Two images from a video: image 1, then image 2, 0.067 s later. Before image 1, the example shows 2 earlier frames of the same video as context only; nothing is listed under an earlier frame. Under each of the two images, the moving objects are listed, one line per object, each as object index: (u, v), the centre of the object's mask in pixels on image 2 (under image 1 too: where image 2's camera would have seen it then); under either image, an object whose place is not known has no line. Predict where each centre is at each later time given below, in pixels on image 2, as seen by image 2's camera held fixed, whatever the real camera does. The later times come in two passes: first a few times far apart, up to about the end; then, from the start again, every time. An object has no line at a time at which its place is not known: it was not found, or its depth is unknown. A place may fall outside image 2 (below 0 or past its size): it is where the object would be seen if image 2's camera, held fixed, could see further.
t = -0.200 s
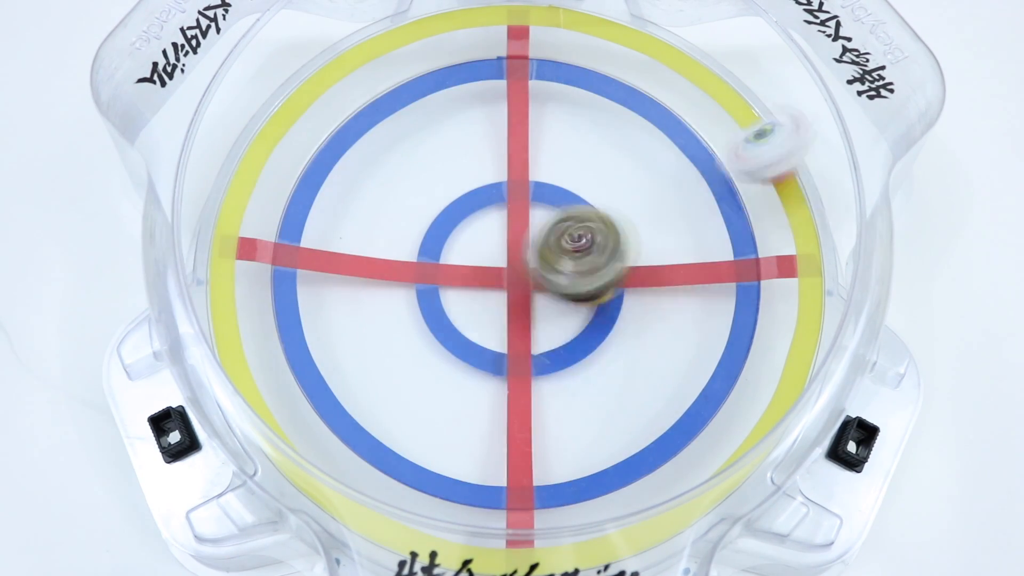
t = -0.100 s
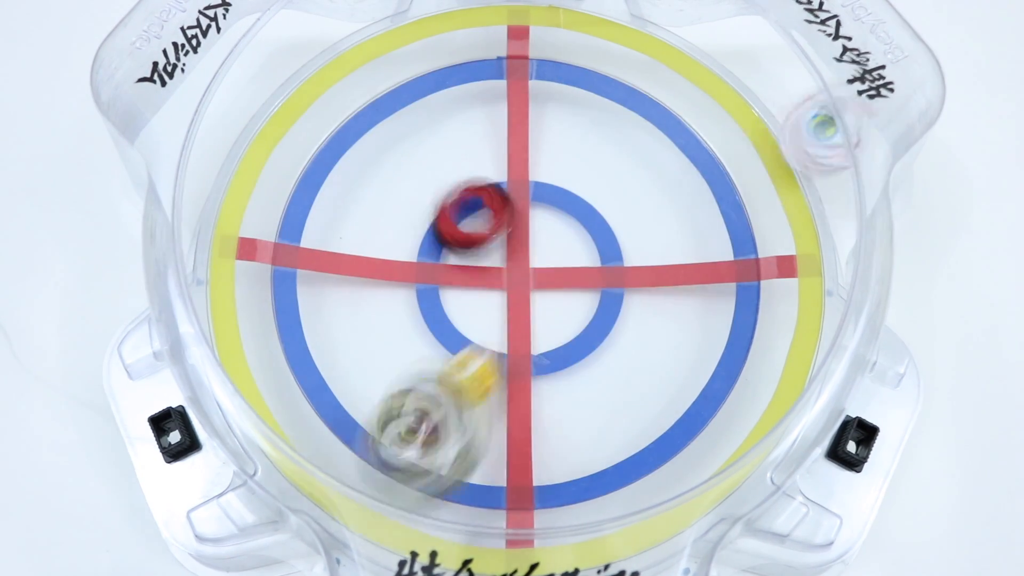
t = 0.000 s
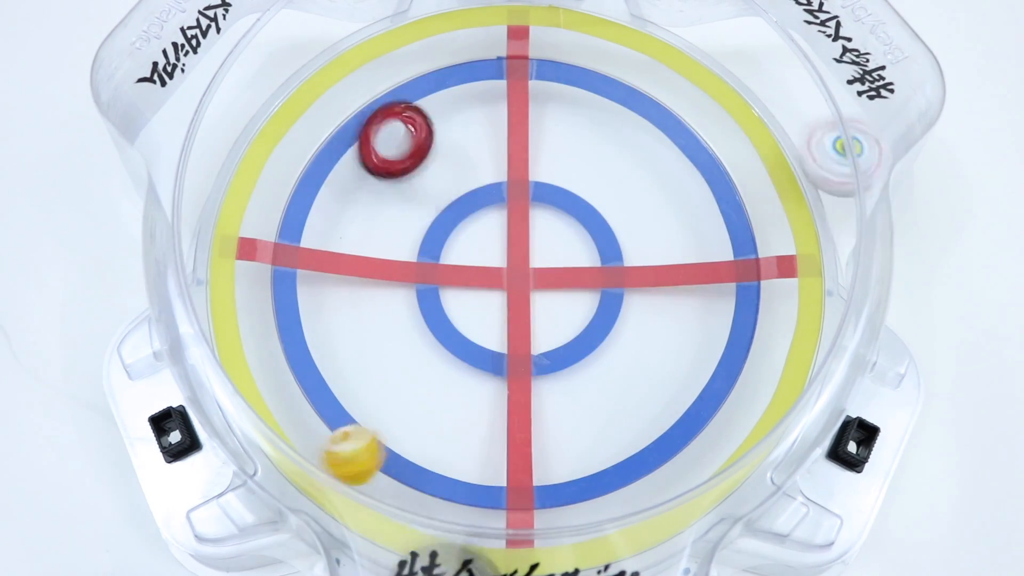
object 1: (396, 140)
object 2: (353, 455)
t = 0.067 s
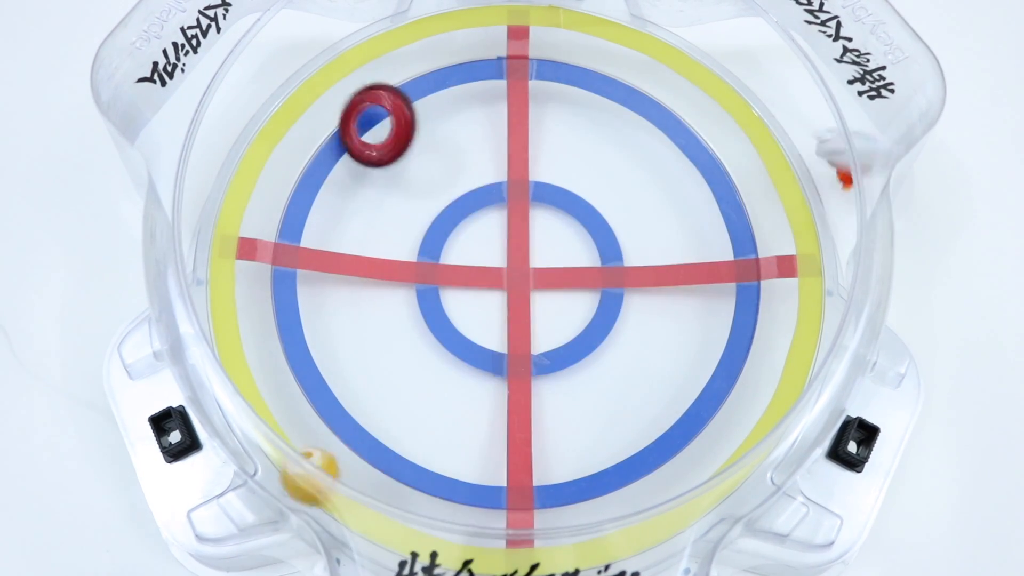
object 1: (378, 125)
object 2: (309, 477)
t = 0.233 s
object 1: (498, 232)
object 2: (292, 423)
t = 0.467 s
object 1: (730, 310)
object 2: (366, 302)
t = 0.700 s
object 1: (624, 267)
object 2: (523, 151)
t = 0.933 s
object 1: (365, 251)
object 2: (651, 102)
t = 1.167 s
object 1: (417, 283)
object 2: (646, 213)
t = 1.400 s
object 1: (570, 251)
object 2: (504, 384)
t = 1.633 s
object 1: (584, 250)
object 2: (372, 392)
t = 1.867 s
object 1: (584, 250)
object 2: (398, 261)
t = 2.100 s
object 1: (584, 250)
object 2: (545, 143)
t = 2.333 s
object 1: (584, 250)
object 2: (663, 152)
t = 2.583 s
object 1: (577, 246)
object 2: (644, 321)
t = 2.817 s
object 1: (575, 247)
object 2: (604, 430)
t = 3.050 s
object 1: (575, 247)
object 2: (540, 338)
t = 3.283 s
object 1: (575, 247)
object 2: (513, 223)
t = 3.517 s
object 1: (575, 247)
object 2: (529, 176)
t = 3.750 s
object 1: (575, 247)
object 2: (526, 194)
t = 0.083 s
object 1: (384, 131)
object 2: (303, 474)
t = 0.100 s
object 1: (391, 138)
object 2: (296, 471)
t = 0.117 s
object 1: (400, 148)
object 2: (292, 465)
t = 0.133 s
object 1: (408, 161)
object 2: (286, 464)
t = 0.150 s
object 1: (418, 172)
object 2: (287, 461)
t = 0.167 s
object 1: (433, 182)
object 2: (283, 462)
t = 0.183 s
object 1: (448, 195)
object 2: (297, 437)
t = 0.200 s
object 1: (463, 209)
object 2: (294, 433)
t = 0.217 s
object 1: (483, 220)
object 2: (295, 428)
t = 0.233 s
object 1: (498, 232)
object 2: (292, 423)
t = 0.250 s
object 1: (517, 244)
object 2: (291, 415)
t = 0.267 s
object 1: (537, 254)
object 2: (292, 410)
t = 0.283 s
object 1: (558, 266)
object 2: (296, 401)
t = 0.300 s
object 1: (580, 274)
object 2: (298, 393)
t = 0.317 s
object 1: (599, 281)
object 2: (300, 382)
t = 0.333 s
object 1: (619, 288)
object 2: (306, 373)
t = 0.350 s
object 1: (638, 296)
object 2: (311, 364)
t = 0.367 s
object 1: (653, 298)
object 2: (316, 355)
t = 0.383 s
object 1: (671, 302)
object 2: (325, 348)
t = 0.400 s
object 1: (687, 306)
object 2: (332, 340)
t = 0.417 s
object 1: (701, 312)
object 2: (340, 330)
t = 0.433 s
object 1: (715, 316)
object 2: (348, 322)
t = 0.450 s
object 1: (721, 313)
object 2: (356, 312)
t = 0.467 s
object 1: (730, 310)
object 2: (366, 302)
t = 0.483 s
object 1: (735, 308)
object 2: (376, 290)
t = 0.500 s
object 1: (740, 309)
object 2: (385, 280)
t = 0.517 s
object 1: (743, 311)
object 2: (396, 270)
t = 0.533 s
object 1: (747, 308)
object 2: (406, 259)
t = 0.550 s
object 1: (742, 301)
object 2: (416, 249)
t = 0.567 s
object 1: (736, 298)
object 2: (428, 236)
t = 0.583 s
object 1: (729, 292)
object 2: (439, 224)
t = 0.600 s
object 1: (720, 292)
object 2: (451, 213)
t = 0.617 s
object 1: (711, 290)
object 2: (463, 202)
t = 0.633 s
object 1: (698, 285)
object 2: (475, 191)
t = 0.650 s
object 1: (684, 278)
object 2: (487, 181)
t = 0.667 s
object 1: (664, 273)
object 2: (501, 170)
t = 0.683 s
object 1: (645, 268)
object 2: (512, 161)
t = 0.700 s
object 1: (624, 267)
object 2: (523, 151)
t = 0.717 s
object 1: (605, 265)
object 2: (534, 143)
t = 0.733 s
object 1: (587, 260)
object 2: (545, 136)
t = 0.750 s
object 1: (565, 252)
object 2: (557, 125)
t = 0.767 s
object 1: (541, 251)
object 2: (571, 119)
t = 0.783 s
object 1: (518, 248)
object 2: (580, 113)
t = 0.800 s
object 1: (500, 251)
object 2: (592, 107)
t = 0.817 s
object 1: (475, 249)
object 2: (601, 104)
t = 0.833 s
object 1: (456, 246)
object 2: (609, 100)
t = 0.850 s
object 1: (450, 248)
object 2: (619, 97)
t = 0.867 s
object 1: (421, 248)
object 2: (626, 98)
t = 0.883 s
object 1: (407, 247)
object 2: (633, 96)
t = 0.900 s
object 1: (391, 248)
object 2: (641, 97)
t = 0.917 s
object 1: (378, 249)
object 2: (645, 99)
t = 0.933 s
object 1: (365, 251)
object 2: (651, 102)
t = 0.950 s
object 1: (355, 252)
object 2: (655, 105)
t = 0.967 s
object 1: (350, 254)
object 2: (659, 109)
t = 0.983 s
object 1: (342, 257)
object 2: (662, 113)
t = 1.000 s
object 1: (339, 261)
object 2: (664, 119)
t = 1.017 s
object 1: (338, 266)
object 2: (666, 124)
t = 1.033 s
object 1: (338, 271)
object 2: (666, 131)
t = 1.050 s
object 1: (341, 275)
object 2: (667, 138)
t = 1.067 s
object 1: (347, 278)
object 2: (667, 147)
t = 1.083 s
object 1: (355, 280)
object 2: (665, 155)
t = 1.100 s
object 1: (366, 282)
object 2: (663, 165)
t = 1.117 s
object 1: (378, 284)
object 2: (660, 176)
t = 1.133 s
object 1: (390, 286)
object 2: (656, 187)
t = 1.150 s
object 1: (404, 286)
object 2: (651, 200)
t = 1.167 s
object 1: (417, 283)
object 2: (646, 213)
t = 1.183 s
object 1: (431, 282)
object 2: (639, 228)
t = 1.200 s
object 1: (444, 280)
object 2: (631, 244)
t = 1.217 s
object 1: (456, 277)
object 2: (624, 258)
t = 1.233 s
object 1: (470, 274)
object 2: (616, 269)
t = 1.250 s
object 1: (484, 270)
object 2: (607, 282)
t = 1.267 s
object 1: (495, 268)
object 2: (597, 295)
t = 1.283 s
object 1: (507, 265)
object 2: (587, 309)
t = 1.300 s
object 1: (517, 264)
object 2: (575, 324)
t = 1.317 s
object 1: (528, 260)
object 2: (564, 334)
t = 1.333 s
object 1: (539, 258)
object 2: (552, 347)
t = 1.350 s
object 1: (547, 256)
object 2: (539, 357)
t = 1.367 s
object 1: (555, 256)
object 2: (527, 367)
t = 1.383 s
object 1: (564, 253)
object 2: (516, 376)
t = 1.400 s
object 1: (570, 251)
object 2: (504, 384)
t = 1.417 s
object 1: (575, 251)
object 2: (494, 391)
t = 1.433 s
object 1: (579, 251)
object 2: (481, 397)
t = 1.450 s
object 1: (582, 249)
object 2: (467, 404)
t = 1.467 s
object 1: (584, 249)
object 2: (455, 407)
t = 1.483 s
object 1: (585, 249)
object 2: (444, 410)
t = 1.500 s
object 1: (585, 249)
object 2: (433, 412)
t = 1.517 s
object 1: (585, 250)
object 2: (423, 413)
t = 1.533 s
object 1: (584, 250)
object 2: (413, 413)
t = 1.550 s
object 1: (584, 250)
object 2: (403, 411)
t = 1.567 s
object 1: (584, 250)
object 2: (396, 409)
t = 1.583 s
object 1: (584, 250)
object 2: (388, 407)
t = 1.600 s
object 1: (584, 250)
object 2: (381, 402)
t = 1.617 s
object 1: (584, 250)
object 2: (376, 397)
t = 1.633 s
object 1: (584, 250)
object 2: (372, 392)
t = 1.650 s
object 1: (584, 250)
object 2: (368, 385)
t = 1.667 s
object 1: (584, 250)
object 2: (365, 378)
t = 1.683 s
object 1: (584, 250)
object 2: (364, 371)
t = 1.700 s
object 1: (584, 250)
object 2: (362, 363)
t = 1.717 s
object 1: (584, 250)
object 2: (361, 353)
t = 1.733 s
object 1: (584, 250)
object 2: (363, 345)
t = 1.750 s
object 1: (584, 250)
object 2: (364, 336)
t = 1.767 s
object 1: (584, 250)
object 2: (366, 323)
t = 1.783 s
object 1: (584, 250)
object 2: (368, 314)
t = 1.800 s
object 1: (584, 250)
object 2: (374, 303)
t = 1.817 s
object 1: (584, 250)
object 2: (379, 291)
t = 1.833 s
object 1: (584, 250)
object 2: (383, 280)
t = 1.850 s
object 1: (584, 250)
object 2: (390, 271)
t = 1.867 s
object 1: (584, 250)
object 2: (398, 261)
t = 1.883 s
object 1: (584, 250)
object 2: (405, 251)
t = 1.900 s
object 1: (584, 250)
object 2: (414, 239)
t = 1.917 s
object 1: (584, 250)
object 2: (424, 229)
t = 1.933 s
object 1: (584, 250)
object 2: (433, 219)
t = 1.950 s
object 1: (584, 250)
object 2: (443, 209)
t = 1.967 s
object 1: (584, 250)
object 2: (454, 201)
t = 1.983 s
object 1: (584, 250)
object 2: (465, 192)
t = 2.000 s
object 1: (584, 250)
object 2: (476, 184)
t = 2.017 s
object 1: (584, 250)
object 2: (489, 175)
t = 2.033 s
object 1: (584, 250)
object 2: (501, 168)
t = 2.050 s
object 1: (584, 250)
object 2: (511, 161)
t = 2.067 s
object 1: (584, 250)
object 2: (522, 154)
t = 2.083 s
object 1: (584, 250)
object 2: (534, 148)
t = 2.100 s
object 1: (584, 250)
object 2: (545, 143)
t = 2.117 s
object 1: (584, 250)
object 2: (558, 138)
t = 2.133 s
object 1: (584, 250)
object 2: (569, 133)
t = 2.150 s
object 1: (584, 250)
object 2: (581, 130)
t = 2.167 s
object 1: (584, 250)
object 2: (590, 129)
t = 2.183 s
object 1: (584, 250)
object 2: (599, 127)
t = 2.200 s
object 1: (584, 250)
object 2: (610, 125)
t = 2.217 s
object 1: (584, 250)
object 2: (619, 126)
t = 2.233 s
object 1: (584, 250)
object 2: (626, 128)
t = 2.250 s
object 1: (584, 250)
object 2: (634, 129)
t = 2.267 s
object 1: (584, 250)
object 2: (642, 131)
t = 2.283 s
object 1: (584, 250)
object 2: (648, 136)
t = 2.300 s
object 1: (584, 250)
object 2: (653, 141)
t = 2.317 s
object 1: (584, 250)
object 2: (657, 145)
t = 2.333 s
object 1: (584, 250)
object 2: (663, 152)
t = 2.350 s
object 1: (584, 250)
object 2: (666, 159)
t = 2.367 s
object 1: (584, 250)
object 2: (668, 167)
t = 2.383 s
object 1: (584, 250)
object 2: (670, 175)
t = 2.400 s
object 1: (584, 250)
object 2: (671, 182)
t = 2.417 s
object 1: (584, 250)
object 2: (671, 193)
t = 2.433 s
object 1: (584, 250)
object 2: (669, 203)
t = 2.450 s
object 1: (584, 250)
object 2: (667, 212)
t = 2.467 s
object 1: (584, 250)
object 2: (665, 223)
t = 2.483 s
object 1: (584, 250)
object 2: (660, 232)
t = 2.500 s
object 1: (584, 250)
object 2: (654, 244)
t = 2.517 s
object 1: (583, 250)
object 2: (647, 255)
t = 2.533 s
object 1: (582, 250)
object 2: (643, 264)
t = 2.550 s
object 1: (581, 248)
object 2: (644, 282)
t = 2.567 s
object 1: (578, 247)
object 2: (645, 300)
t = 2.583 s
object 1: (577, 246)
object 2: (644, 321)
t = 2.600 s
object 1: (576, 246)
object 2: (643, 338)
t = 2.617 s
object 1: (575, 246)
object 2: (642, 348)
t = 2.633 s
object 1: (575, 246)
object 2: (642, 360)
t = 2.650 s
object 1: (575, 247)
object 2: (640, 378)
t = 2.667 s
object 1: (575, 247)
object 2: (639, 387)
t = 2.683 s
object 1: (575, 247)
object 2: (634, 400)
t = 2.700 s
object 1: (575, 247)
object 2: (629, 409)
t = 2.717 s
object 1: (575, 246)
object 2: (626, 413)
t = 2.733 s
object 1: (575, 247)
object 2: (623, 418)
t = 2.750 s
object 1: (575, 247)
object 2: (620, 423)
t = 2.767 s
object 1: (575, 246)
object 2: (616, 427)
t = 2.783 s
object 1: (575, 247)
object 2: (613, 429)
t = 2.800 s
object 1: (575, 247)
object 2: (610, 431)
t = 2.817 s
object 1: (575, 247)
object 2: (604, 430)
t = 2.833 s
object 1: (575, 247)
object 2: (598, 428)
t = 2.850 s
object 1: (575, 247)
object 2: (594, 424)
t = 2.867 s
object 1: (575, 247)
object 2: (589, 419)
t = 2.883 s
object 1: (575, 247)
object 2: (585, 415)
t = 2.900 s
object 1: (575, 247)
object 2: (581, 411)
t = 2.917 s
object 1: (575, 247)
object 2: (578, 407)
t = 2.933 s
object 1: (575, 247)
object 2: (575, 400)
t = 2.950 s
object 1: (575, 247)
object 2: (569, 392)
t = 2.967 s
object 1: (575, 247)
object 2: (563, 382)
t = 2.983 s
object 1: (575, 247)
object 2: (557, 373)
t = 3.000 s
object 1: (575, 247)
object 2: (551, 363)
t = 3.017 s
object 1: (575, 247)
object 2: (546, 354)
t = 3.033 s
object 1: (575, 247)
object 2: (543, 346)
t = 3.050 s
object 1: (575, 247)
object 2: (540, 338)
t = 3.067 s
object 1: (575, 247)
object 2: (537, 328)
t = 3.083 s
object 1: (575, 247)
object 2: (533, 319)
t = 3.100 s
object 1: (575, 247)
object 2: (529, 311)
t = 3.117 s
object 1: (575, 247)
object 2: (526, 304)
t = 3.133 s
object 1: (575, 247)
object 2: (523, 295)
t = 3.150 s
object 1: (575, 247)
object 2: (519, 286)
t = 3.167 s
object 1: (575, 246)
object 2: (516, 274)
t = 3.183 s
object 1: (576, 247)
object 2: (515, 264)
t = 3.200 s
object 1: (576, 247)
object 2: (515, 254)
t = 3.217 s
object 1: (576, 247)
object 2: (514, 246)
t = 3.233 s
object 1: (576, 247)
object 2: (514, 238)
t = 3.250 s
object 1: (576, 247)
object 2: (513, 233)
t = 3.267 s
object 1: (576, 247)
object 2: (513, 228)
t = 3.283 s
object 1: (575, 247)
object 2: (513, 223)
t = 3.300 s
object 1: (575, 247)
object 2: (513, 219)
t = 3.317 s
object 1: (575, 247)
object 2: (513, 212)
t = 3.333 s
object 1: (575, 247)
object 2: (513, 205)
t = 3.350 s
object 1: (575, 247)
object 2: (514, 199)
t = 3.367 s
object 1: (575, 247)
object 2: (515, 195)
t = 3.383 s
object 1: (575, 247)
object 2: (516, 191)
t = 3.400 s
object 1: (575, 247)
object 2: (518, 187)
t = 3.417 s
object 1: (575, 247)
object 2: (521, 184)
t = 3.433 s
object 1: (575, 247)
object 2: (524, 182)
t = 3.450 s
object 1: (575, 247)
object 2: (527, 181)
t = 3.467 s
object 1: (575, 247)
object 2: (529, 178)
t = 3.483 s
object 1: (575, 247)
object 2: (529, 177)
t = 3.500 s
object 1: (575, 247)
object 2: (530, 176)
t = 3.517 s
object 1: (575, 247)
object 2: (529, 176)
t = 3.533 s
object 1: (575, 247)
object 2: (527, 175)
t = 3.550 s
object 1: (575, 247)
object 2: (526, 174)
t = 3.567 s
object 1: (575, 247)
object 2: (525, 173)
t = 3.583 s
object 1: (575, 247)
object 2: (524, 172)
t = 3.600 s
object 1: (575, 247)
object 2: (525, 171)
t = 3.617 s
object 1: (575, 247)
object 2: (525, 172)
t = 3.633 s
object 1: (575, 247)
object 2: (524, 173)
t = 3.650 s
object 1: (575, 247)
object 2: (524, 174)
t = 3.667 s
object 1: (575, 247)
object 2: (525, 176)
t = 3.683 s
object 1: (575, 247)
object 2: (526, 179)
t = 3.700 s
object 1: (575, 247)
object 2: (527, 183)
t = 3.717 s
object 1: (575, 247)
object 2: (527, 187)
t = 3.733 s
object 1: (575, 247)
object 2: (526, 191)
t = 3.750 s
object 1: (575, 247)
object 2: (526, 194)
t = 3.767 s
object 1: (575, 247)
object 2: (525, 197)
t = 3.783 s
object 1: (575, 247)
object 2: (524, 199)
